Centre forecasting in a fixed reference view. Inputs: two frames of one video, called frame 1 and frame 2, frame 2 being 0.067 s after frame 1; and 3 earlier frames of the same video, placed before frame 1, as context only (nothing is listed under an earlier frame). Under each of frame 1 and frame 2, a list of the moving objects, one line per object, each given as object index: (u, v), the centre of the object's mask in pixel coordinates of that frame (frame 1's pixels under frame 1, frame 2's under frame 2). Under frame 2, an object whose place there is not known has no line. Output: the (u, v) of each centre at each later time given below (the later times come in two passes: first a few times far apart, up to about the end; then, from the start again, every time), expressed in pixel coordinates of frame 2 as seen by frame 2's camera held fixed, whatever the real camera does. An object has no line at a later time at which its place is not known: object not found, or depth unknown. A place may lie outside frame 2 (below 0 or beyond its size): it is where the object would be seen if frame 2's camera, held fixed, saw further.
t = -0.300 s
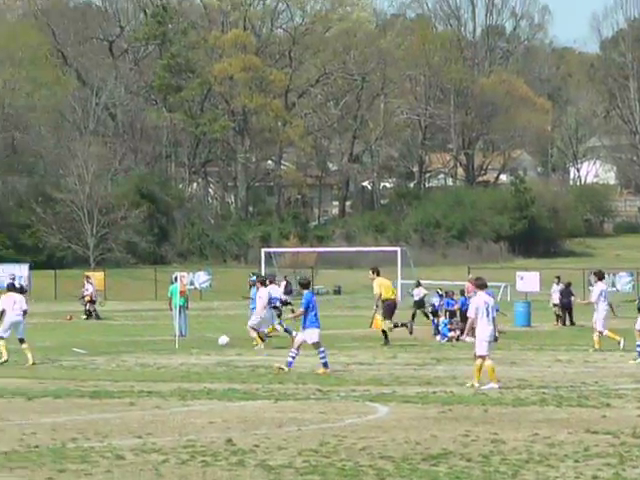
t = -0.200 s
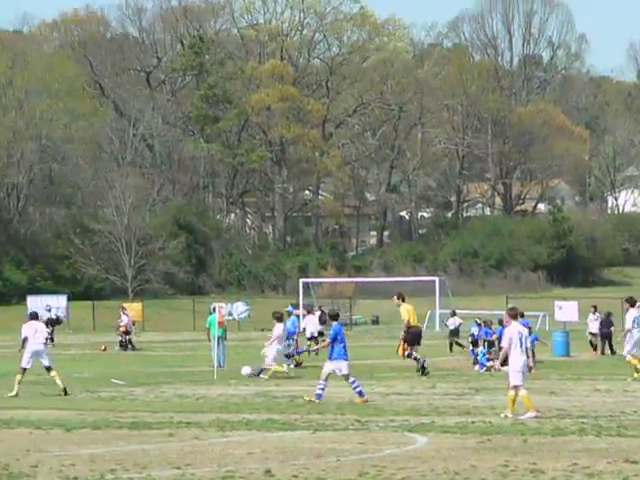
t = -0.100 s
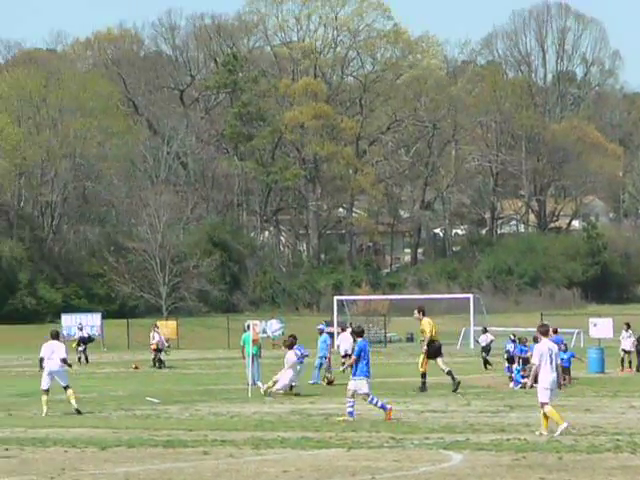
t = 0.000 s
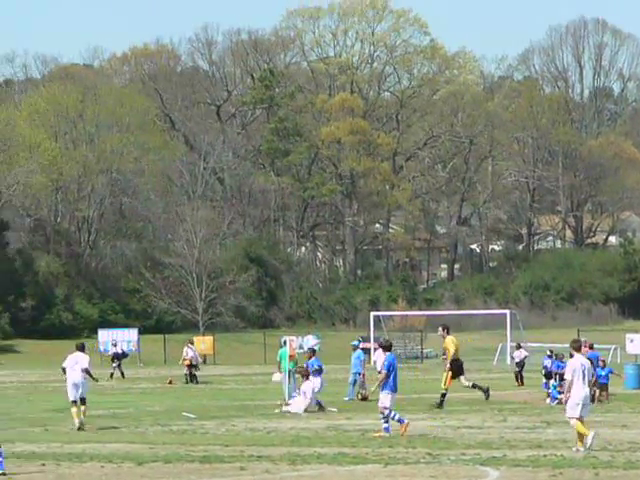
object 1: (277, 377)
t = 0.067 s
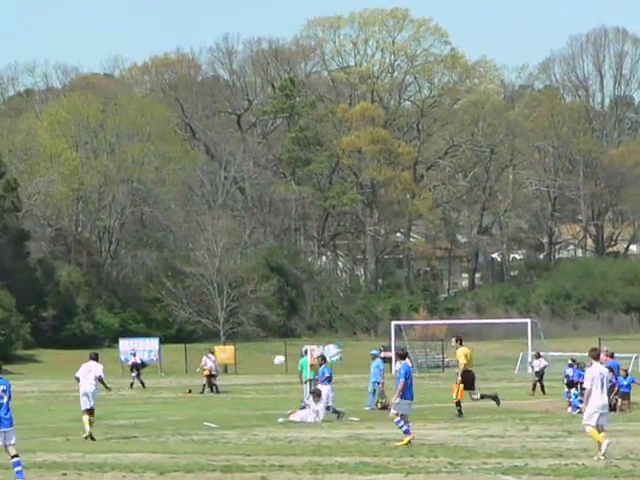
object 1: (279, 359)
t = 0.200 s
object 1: (239, 314)
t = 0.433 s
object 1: (167, 256)
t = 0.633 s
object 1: (101, 229)
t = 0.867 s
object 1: (21, 226)
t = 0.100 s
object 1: (269, 347)
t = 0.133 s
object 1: (259, 336)
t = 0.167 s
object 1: (249, 325)
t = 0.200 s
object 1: (239, 314)
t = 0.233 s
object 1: (229, 304)
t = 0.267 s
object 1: (219, 294)
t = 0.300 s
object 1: (209, 285)
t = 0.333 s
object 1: (198, 277)
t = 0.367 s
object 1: (188, 269)
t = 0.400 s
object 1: (178, 262)
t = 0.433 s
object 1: (167, 256)
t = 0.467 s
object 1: (157, 249)
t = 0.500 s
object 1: (146, 244)
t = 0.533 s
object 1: (135, 240)
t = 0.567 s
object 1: (124, 235)
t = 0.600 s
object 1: (113, 232)
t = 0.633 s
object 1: (101, 229)
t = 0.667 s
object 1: (90, 226)
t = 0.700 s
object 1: (79, 224)
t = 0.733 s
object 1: (68, 223)
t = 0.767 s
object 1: (57, 223)
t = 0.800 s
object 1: (45, 222)
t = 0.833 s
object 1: (33, 224)
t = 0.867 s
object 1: (21, 226)
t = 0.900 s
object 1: (9, 228)
